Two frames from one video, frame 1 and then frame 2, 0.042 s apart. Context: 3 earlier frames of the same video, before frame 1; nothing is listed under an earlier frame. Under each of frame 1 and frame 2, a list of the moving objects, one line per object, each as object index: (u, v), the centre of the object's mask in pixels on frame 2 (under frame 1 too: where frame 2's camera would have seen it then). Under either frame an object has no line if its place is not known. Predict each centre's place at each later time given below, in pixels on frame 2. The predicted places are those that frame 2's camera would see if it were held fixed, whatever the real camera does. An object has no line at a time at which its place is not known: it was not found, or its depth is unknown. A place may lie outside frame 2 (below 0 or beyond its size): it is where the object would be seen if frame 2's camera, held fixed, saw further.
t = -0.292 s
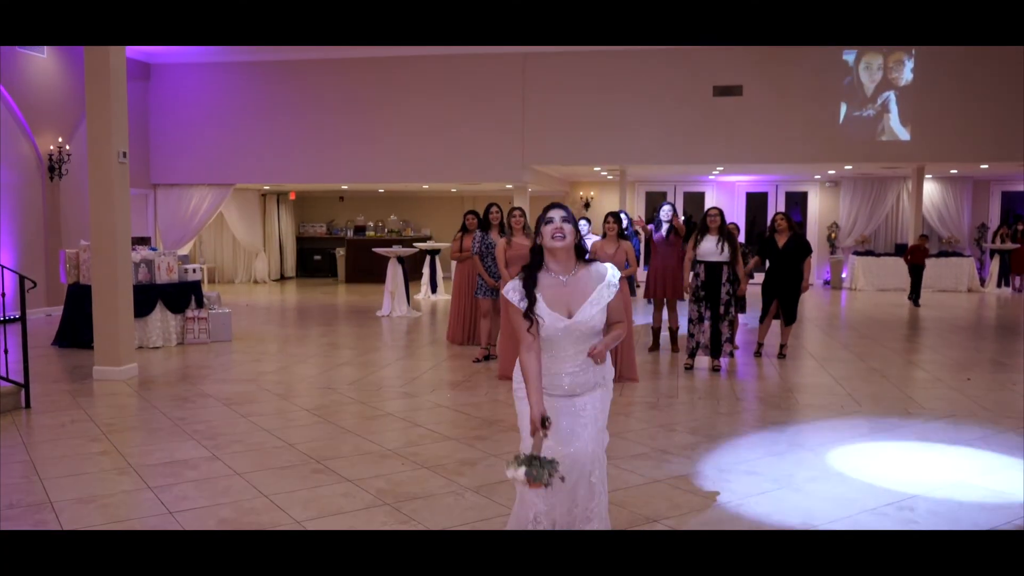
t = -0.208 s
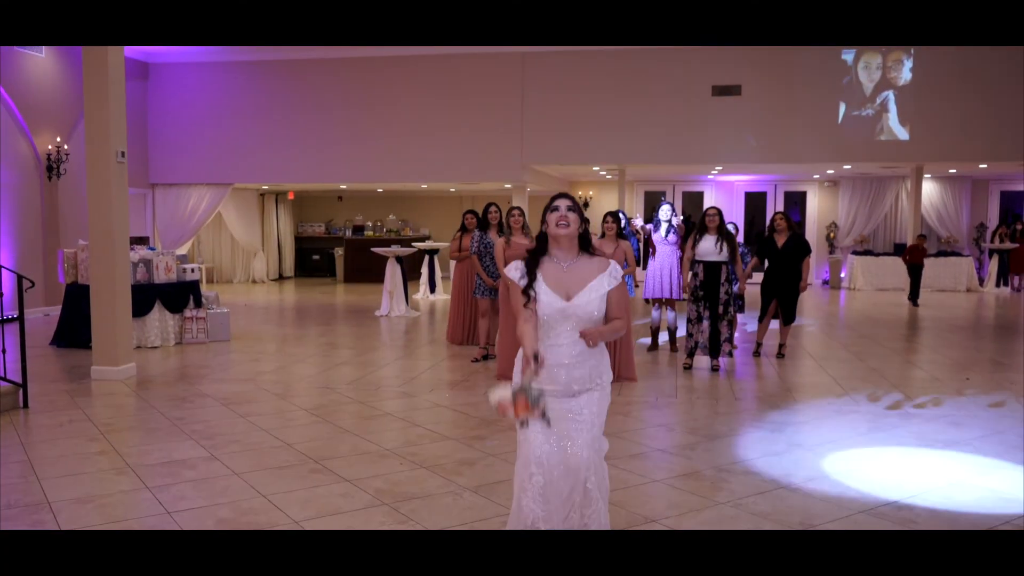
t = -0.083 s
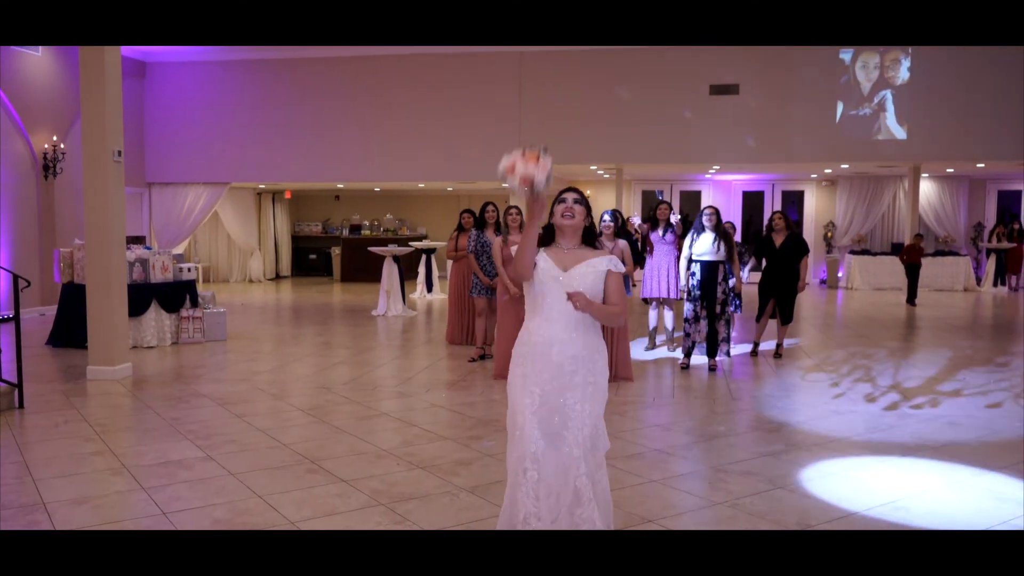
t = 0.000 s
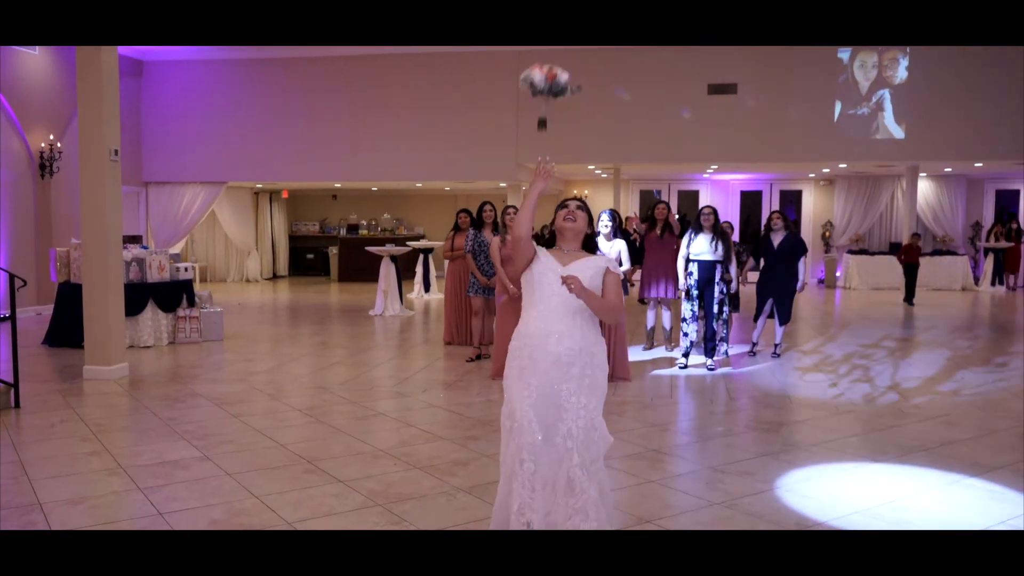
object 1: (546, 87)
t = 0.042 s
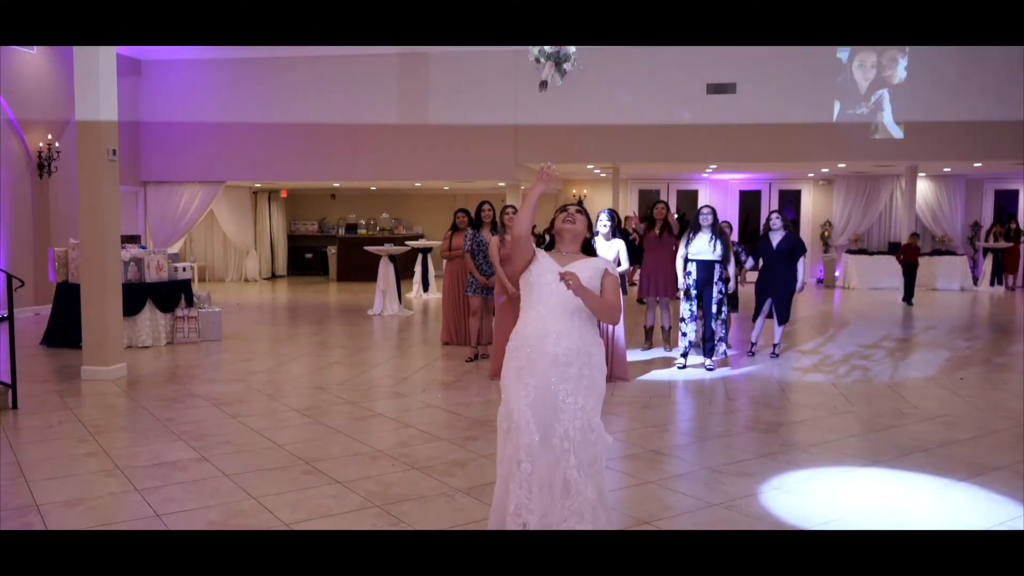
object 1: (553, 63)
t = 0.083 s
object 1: (560, 54)
